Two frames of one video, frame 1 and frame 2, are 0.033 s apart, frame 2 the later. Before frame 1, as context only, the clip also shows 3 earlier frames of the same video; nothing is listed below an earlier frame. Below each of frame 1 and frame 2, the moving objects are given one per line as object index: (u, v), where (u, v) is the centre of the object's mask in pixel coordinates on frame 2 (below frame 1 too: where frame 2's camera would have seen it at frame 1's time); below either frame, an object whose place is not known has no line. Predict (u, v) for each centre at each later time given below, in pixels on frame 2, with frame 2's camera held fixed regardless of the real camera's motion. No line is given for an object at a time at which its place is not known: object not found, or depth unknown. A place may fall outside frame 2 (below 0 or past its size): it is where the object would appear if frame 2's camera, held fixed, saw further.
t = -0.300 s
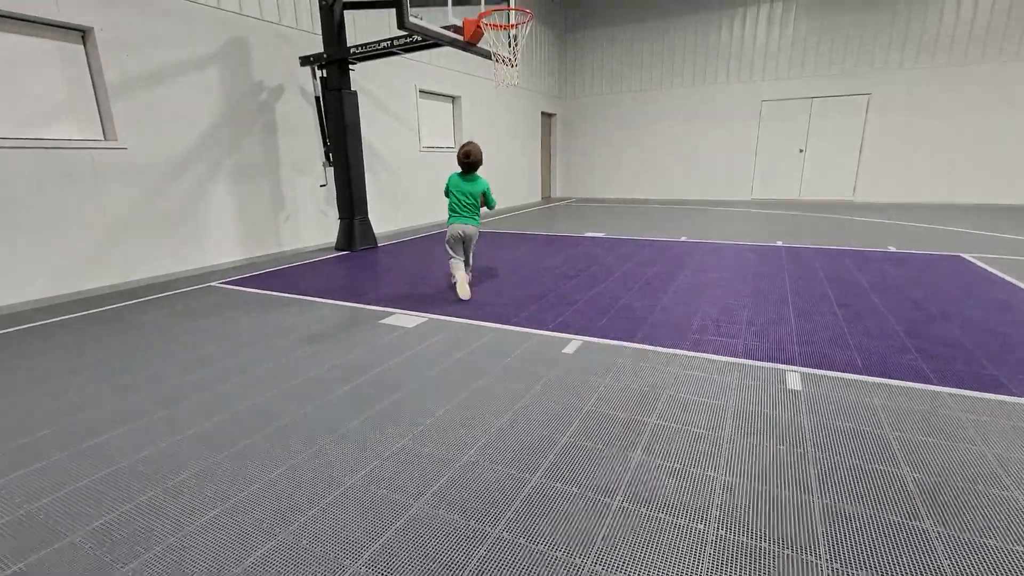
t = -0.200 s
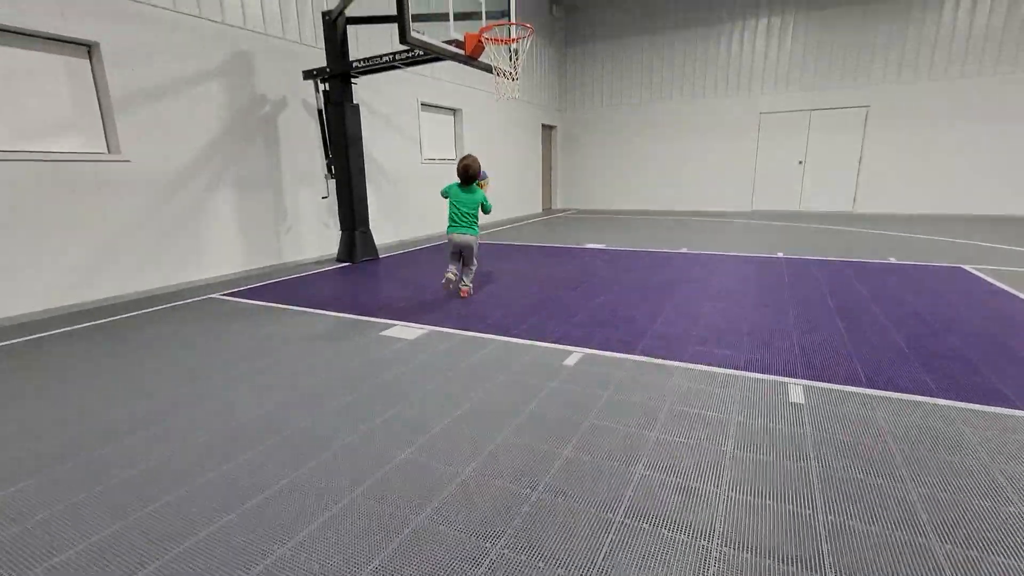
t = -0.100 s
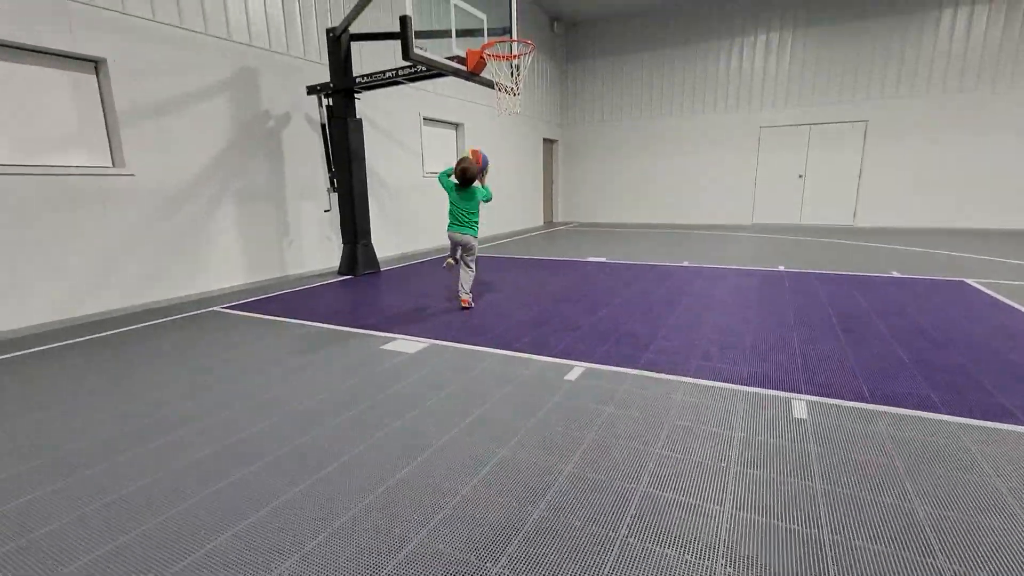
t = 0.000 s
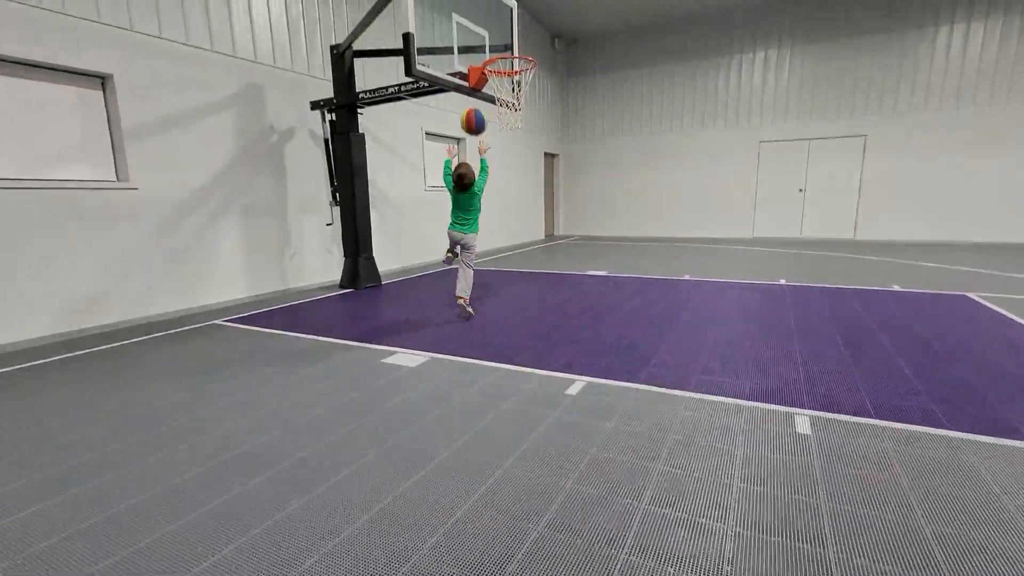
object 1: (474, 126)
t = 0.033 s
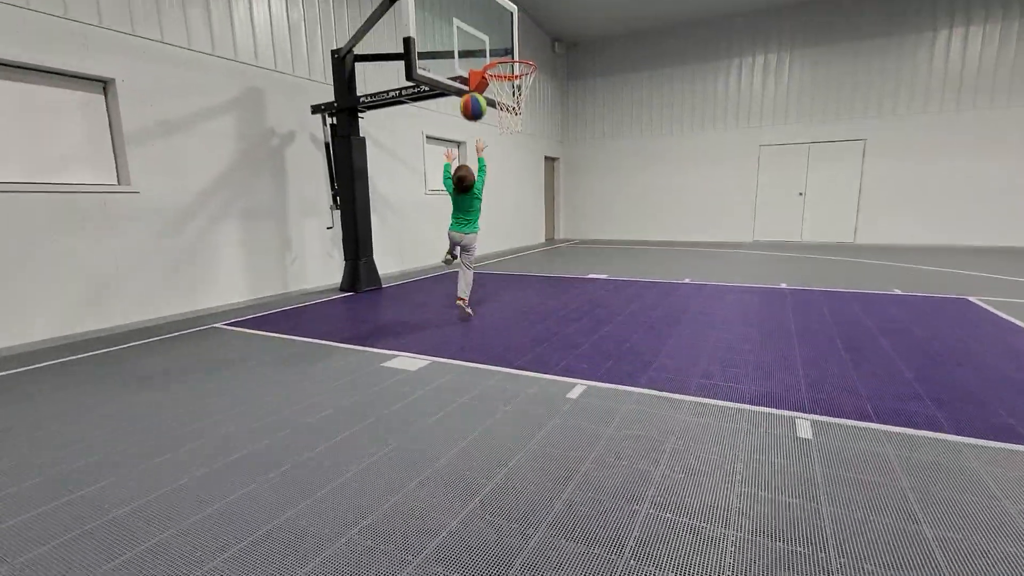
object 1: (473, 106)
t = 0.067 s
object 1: (472, 90)
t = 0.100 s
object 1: (471, 75)
